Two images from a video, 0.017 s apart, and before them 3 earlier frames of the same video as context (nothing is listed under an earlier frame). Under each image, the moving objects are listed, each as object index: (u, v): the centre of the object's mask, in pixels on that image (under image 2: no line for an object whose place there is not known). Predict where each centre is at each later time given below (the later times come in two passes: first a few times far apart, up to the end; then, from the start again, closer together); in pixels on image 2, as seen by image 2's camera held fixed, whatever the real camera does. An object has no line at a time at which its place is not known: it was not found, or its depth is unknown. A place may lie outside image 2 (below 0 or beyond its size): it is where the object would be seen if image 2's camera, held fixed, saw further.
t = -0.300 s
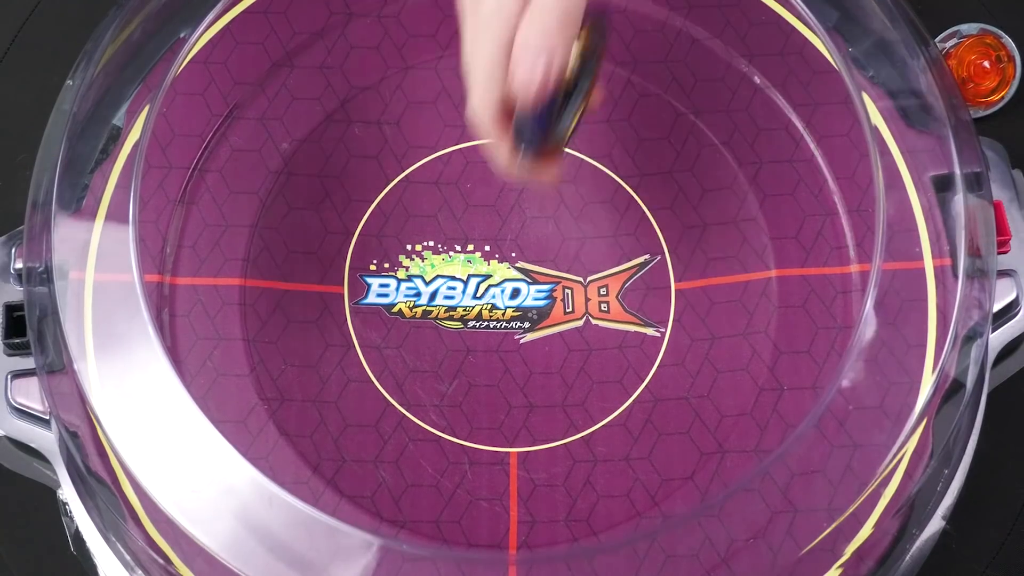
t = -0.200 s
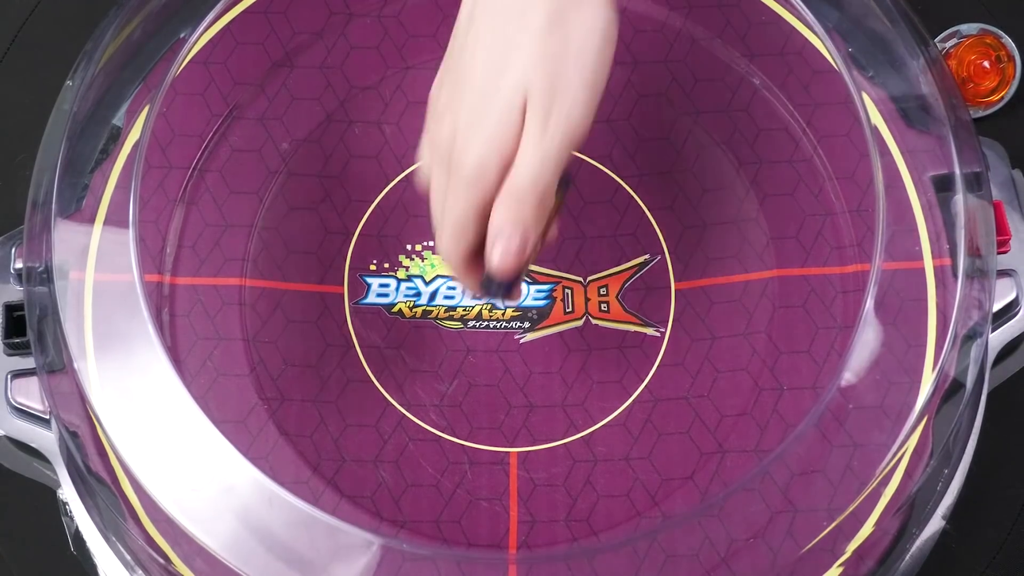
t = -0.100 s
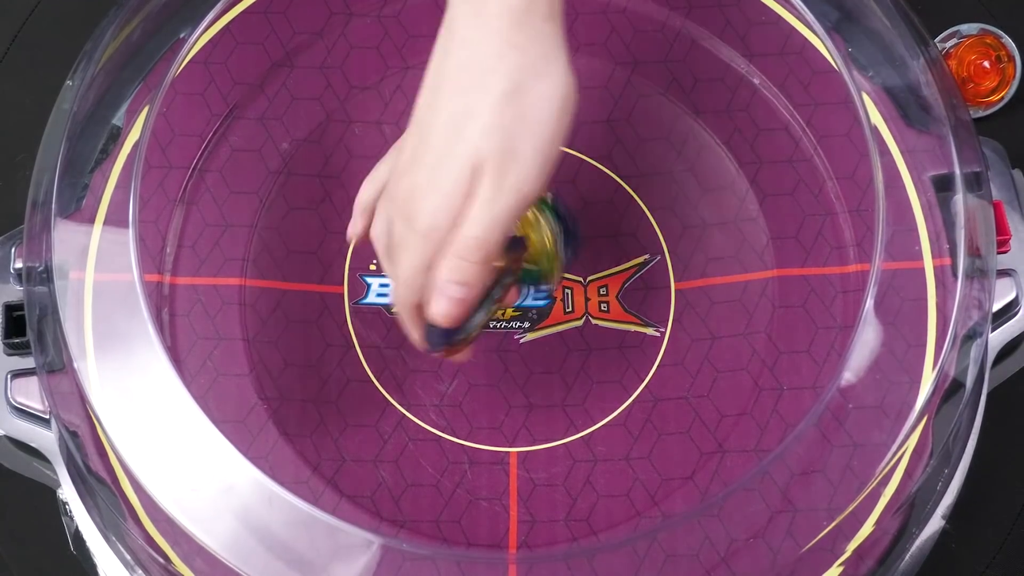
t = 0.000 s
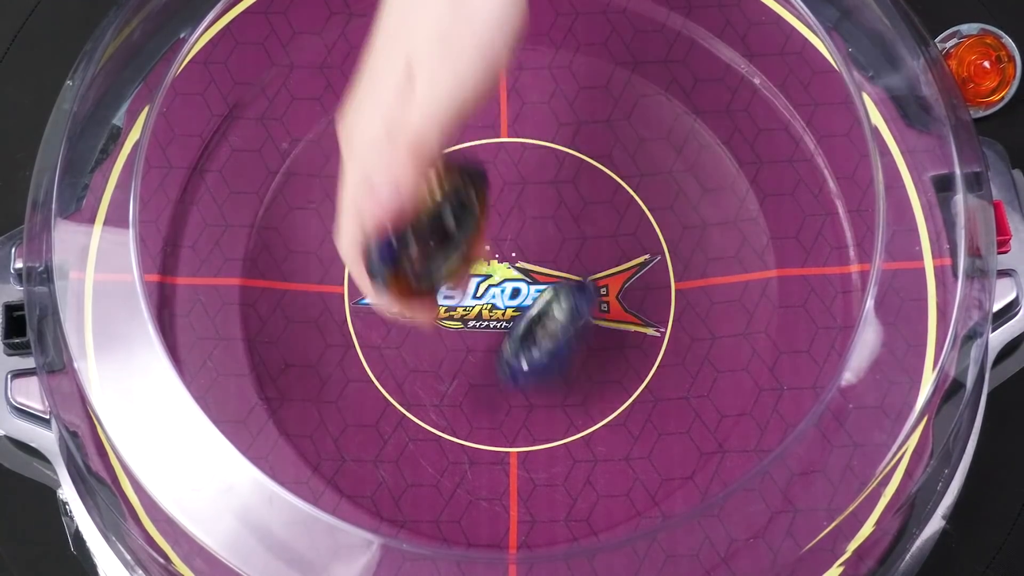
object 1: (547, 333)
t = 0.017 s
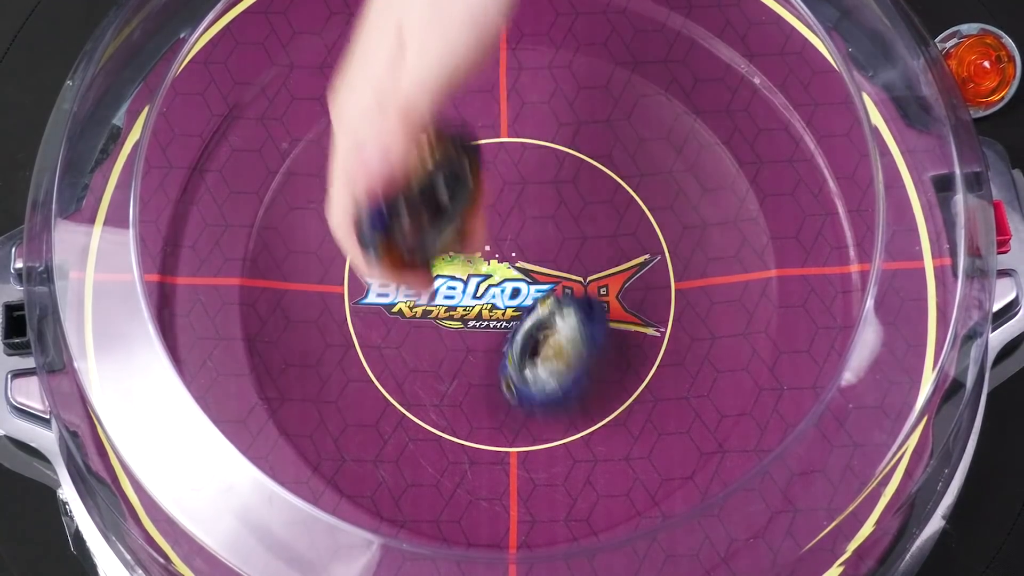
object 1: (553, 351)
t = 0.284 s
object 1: (567, 396)
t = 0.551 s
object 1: (519, 314)
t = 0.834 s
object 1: (516, 307)
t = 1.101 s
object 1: (516, 307)
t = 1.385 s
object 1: (516, 307)
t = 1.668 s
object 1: (516, 307)
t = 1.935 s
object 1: (516, 307)
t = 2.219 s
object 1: (516, 307)
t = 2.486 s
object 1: (516, 307)
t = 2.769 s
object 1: (516, 307)
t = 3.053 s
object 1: (516, 307)
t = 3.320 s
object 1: (516, 307)
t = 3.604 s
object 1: (516, 307)
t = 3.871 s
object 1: (516, 307)
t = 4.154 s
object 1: (516, 307)
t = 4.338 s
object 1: (516, 307)
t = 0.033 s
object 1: (560, 371)
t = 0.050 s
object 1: (566, 383)
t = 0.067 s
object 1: (571, 390)
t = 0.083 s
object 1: (576, 395)
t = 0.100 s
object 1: (579, 400)
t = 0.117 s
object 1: (583, 405)
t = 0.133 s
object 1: (585, 410)
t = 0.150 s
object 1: (585, 410)
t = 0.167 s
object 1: (585, 410)
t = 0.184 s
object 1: (584, 410)
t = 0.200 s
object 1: (583, 411)
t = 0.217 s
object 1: (582, 409)
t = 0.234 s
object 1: (579, 406)
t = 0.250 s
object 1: (574, 403)
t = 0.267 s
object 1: (571, 399)
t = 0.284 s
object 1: (567, 396)
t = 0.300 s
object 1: (564, 391)
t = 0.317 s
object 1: (561, 386)
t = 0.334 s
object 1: (557, 381)
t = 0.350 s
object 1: (553, 376)
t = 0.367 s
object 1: (550, 370)
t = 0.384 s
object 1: (546, 364)
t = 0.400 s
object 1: (543, 359)
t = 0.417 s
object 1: (539, 354)
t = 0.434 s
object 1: (535, 347)
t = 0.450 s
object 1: (532, 341)
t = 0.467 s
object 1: (530, 336)
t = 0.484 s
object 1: (527, 330)
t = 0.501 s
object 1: (524, 326)
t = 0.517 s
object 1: (522, 321)
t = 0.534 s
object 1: (520, 318)
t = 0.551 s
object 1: (519, 314)
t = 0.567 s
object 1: (518, 312)
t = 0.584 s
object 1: (517, 309)
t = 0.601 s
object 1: (516, 308)
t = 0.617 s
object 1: (516, 307)
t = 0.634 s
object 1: (516, 307)
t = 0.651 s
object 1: (516, 307)
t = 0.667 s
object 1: (516, 307)
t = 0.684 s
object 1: (516, 307)
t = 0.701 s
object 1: (516, 307)
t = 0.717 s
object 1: (516, 307)
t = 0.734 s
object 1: (516, 307)
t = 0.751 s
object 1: (516, 307)
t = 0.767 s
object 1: (516, 307)
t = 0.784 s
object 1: (516, 307)
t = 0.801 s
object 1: (516, 307)
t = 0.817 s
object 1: (516, 307)
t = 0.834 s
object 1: (516, 307)
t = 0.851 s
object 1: (516, 307)
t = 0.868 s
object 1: (516, 307)
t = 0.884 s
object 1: (516, 307)
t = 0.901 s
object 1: (516, 307)
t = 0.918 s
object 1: (516, 307)
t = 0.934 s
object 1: (516, 307)
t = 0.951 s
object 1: (516, 307)
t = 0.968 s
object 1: (516, 307)
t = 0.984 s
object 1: (516, 307)
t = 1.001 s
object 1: (516, 307)
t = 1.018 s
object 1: (516, 307)
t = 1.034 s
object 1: (516, 307)
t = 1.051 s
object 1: (516, 307)
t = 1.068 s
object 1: (516, 307)
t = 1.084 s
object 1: (516, 307)
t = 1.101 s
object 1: (516, 307)
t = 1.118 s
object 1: (516, 307)
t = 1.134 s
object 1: (516, 307)
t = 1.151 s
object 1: (516, 307)
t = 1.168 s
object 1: (516, 307)
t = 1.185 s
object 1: (516, 307)
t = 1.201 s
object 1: (516, 307)
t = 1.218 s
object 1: (516, 307)
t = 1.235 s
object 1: (516, 307)
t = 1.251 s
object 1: (516, 307)
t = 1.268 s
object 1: (516, 307)
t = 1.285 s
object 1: (516, 307)
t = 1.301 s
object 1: (516, 307)
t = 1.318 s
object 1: (516, 307)
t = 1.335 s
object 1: (516, 307)
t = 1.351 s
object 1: (516, 307)
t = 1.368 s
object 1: (516, 307)
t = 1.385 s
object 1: (516, 307)
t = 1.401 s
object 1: (516, 307)
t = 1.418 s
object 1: (516, 307)
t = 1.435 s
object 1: (516, 307)
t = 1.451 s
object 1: (516, 307)
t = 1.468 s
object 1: (516, 307)
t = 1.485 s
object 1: (516, 307)
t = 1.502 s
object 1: (516, 307)
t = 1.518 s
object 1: (516, 307)
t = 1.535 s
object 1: (516, 307)
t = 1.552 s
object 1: (516, 307)
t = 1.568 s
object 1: (516, 307)
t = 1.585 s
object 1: (516, 307)
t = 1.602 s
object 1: (516, 307)
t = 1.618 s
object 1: (516, 307)
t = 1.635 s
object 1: (516, 307)
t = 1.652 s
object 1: (516, 307)
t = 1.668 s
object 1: (516, 307)
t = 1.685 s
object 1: (516, 307)
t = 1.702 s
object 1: (516, 307)
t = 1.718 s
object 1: (516, 307)
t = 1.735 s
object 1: (516, 307)
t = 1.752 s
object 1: (516, 307)
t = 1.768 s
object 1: (516, 307)
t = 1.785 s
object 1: (516, 307)
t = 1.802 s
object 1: (516, 307)
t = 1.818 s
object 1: (516, 307)
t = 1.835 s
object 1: (516, 307)
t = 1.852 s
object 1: (516, 307)
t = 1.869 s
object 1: (516, 307)
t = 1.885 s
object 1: (516, 307)
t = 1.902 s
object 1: (516, 307)
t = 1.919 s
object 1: (516, 307)
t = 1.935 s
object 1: (516, 307)
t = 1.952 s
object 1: (516, 307)
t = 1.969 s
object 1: (516, 307)
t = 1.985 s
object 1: (516, 307)
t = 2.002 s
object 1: (516, 307)
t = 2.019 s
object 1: (516, 307)
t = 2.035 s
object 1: (516, 307)
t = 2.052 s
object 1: (516, 307)
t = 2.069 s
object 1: (516, 307)
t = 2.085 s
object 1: (516, 307)
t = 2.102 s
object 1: (516, 307)
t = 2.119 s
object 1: (516, 307)
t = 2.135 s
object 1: (516, 307)
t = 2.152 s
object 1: (516, 307)
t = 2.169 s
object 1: (516, 307)
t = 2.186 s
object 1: (516, 307)
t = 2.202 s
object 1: (516, 307)
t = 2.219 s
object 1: (516, 307)
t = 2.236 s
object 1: (516, 307)
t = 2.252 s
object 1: (516, 307)
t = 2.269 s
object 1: (516, 307)
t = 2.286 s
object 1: (516, 307)
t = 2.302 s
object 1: (516, 307)
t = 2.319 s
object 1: (516, 307)
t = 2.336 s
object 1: (516, 307)
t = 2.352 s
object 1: (516, 307)
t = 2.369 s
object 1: (516, 307)
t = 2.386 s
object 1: (516, 307)
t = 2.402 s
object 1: (516, 307)
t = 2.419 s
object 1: (516, 307)
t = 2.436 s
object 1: (516, 307)
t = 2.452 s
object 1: (516, 307)
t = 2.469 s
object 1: (516, 307)
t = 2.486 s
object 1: (516, 307)
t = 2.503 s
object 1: (516, 307)
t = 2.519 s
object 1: (516, 307)
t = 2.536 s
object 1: (516, 307)
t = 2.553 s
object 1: (516, 307)
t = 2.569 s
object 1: (516, 307)
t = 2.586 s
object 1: (516, 307)
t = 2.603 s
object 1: (516, 307)
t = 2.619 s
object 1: (516, 307)
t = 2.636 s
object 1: (516, 307)
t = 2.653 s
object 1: (516, 307)
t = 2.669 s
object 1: (516, 307)
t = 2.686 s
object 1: (516, 307)
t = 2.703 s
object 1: (516, 307)
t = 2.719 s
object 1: (516, 307)
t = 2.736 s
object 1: (516, 307)
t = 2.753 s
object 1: (516, 307)
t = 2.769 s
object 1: (516, 307)
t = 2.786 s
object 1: (516, 307)
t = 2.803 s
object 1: (516, 307)
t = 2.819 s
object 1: (516, 307)
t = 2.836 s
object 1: (516, 307)
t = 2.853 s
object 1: (516, 307)
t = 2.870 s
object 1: (516, 307)
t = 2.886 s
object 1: (516, 307)
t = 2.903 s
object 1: (516, 307)
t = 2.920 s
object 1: (516, 307)
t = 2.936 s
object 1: (516, 307)
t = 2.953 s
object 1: (516, 307)
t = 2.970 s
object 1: (516, 307)
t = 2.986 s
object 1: (516, 307)
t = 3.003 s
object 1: (516, 307)
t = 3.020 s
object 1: (516, 307)
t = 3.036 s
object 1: (516, 307)
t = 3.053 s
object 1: (516, 307)
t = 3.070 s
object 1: (516, 307)
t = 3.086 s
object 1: (516, 307)
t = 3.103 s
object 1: (516, 307)
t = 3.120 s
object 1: (516, 307)
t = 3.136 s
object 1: (516, 307)
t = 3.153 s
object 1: (516, 307)
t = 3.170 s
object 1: (516, 307)
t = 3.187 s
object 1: (516, 307)
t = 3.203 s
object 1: (516, 307)
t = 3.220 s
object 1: (516, 307)
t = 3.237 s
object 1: (516, 307)
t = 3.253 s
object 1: (516, 307)
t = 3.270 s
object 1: (516, 307)
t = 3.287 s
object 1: (516, 307)
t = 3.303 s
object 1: (516, 307)
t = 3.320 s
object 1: (516, 307)
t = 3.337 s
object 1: (516, 307)
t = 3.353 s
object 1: (516, 307)
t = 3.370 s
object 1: (516, 307)
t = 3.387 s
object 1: (516, 307)
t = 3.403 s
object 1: (516, 307)
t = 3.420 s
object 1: (516, 307)
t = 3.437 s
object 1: (516, 307)
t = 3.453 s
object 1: (516, 307)
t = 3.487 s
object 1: (516, 307)
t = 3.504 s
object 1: (516, 307)
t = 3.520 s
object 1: (516, 307)
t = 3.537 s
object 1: (516, 307)
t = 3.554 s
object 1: (516, 307)
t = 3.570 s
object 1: (516, 307)
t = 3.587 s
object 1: (516, 307)
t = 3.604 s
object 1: (516, 307)
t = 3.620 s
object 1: (516, 307)
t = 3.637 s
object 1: (516, 307)
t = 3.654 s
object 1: (516, 307)
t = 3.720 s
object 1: (516, 307)
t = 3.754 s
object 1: (516, 307)
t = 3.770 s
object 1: (516, 307)
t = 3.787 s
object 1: (516, 307)
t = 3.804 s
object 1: (516, 307)
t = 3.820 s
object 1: (516, 307)
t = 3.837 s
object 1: (516, 307)
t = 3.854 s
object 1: (516, 307)
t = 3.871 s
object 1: (516, 307)
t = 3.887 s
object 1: (516, 307)
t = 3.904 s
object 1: (516, 307)
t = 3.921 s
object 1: (516, 307)
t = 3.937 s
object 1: (516, 307)
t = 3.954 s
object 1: (516, 307)
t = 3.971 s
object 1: (516, 307)
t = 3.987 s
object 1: (516, 307)
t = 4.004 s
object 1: (516, 307)
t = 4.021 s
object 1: (516, 307)
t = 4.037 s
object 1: (516, 307)
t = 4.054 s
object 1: (516, 307)
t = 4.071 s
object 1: (516, 307)
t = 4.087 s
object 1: (516, 307)
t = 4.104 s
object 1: (516, 307)
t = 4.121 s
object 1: (516, 307)
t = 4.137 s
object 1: (516, 307)
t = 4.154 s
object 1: (516, 307)
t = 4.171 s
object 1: (516, 307)
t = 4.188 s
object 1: (516, 307)
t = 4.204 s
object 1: (516, 307)
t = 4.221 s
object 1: (516, 307)
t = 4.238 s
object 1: (516, 307)
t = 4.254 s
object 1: (516, 307)
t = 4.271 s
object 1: (516, 307)
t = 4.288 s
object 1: (516, 307)
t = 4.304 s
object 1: (516, 307)
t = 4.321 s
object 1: (516, 307)
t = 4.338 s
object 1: (516, 307)
